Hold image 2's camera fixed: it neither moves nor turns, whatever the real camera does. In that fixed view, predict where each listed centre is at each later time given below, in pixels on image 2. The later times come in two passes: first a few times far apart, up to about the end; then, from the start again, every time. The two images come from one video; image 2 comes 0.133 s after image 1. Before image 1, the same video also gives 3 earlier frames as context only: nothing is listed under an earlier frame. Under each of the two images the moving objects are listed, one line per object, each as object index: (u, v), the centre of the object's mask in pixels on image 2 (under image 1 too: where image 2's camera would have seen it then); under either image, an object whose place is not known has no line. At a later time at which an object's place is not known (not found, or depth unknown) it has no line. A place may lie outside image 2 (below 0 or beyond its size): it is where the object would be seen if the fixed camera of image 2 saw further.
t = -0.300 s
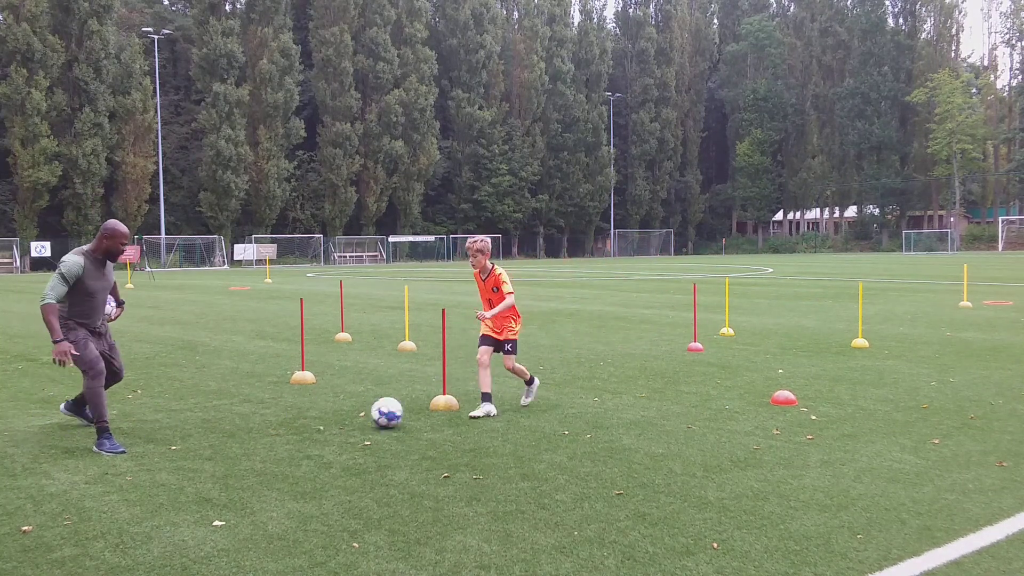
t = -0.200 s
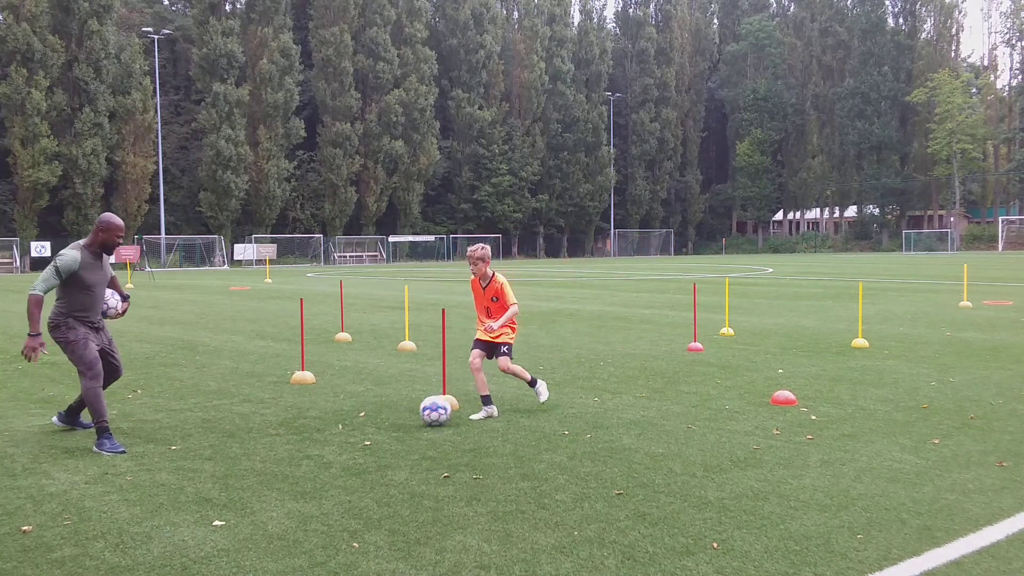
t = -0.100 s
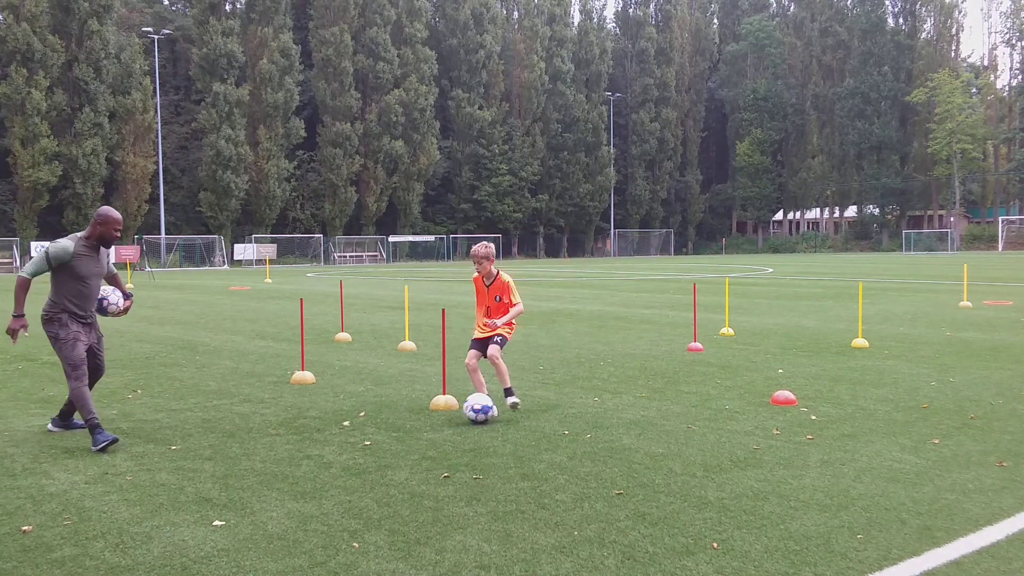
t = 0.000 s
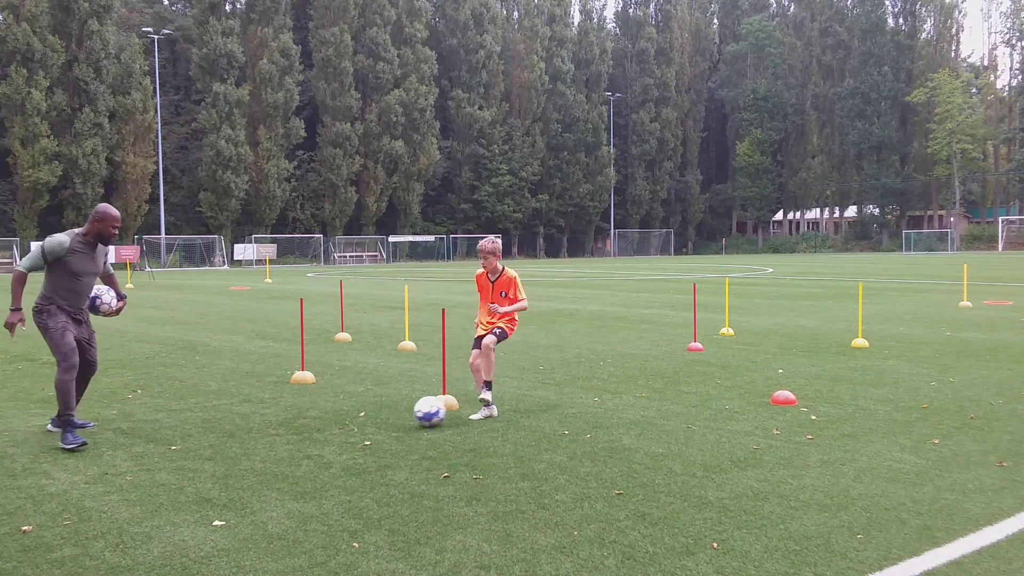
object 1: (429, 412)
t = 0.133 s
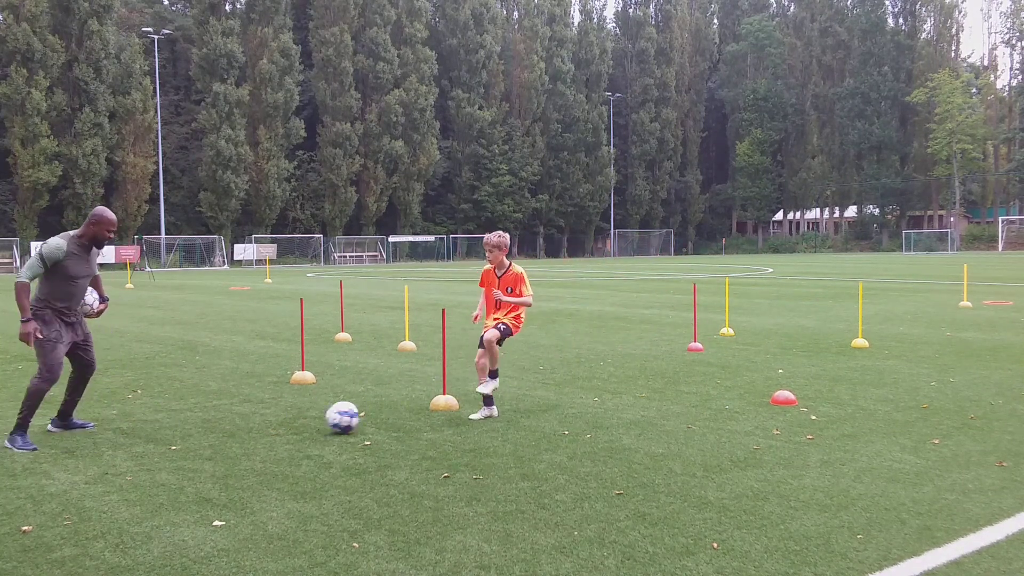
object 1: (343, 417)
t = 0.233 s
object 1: (283, 422)
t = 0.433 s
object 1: (173, 430)
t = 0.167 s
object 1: (322, 420)
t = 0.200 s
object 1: (302, 421)
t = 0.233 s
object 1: (283, 422)
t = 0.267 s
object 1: (264, 423)
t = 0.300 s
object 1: (245, 425)
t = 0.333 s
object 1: (228, 426)
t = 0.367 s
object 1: (210, 427)
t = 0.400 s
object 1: (192, 428)
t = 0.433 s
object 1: (173, 430)
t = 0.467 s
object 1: (154, 431)
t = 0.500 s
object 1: (136, 432)
